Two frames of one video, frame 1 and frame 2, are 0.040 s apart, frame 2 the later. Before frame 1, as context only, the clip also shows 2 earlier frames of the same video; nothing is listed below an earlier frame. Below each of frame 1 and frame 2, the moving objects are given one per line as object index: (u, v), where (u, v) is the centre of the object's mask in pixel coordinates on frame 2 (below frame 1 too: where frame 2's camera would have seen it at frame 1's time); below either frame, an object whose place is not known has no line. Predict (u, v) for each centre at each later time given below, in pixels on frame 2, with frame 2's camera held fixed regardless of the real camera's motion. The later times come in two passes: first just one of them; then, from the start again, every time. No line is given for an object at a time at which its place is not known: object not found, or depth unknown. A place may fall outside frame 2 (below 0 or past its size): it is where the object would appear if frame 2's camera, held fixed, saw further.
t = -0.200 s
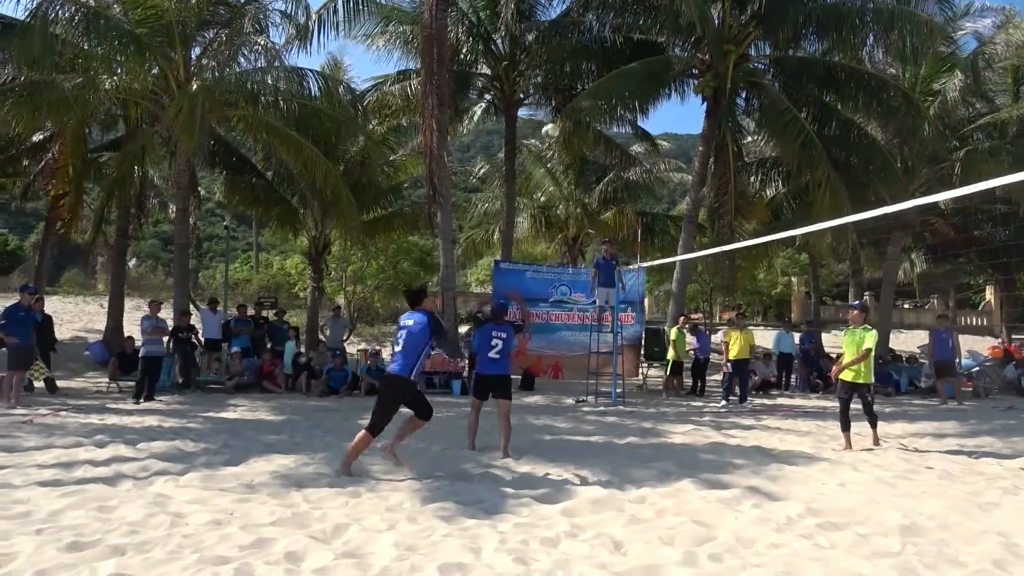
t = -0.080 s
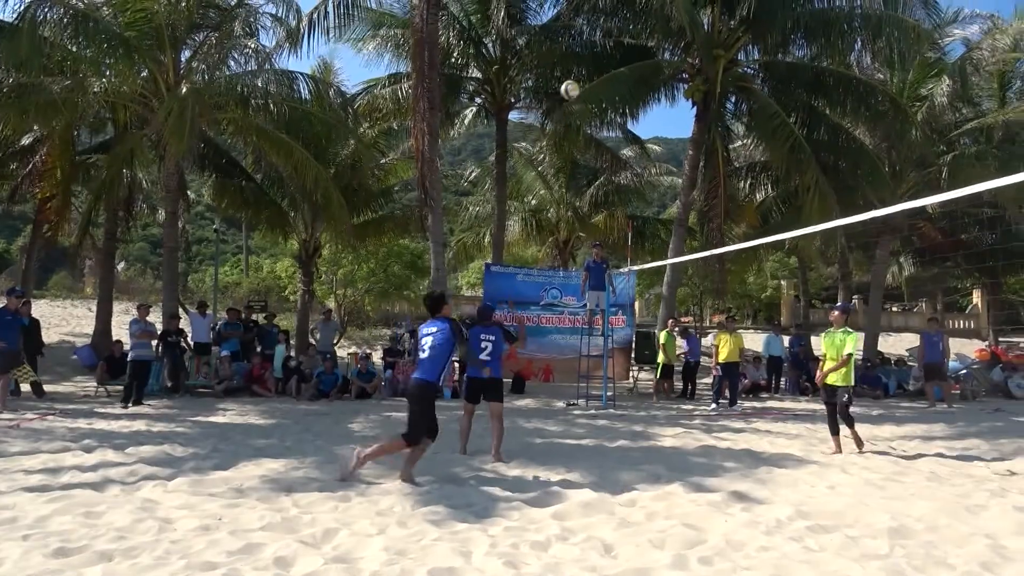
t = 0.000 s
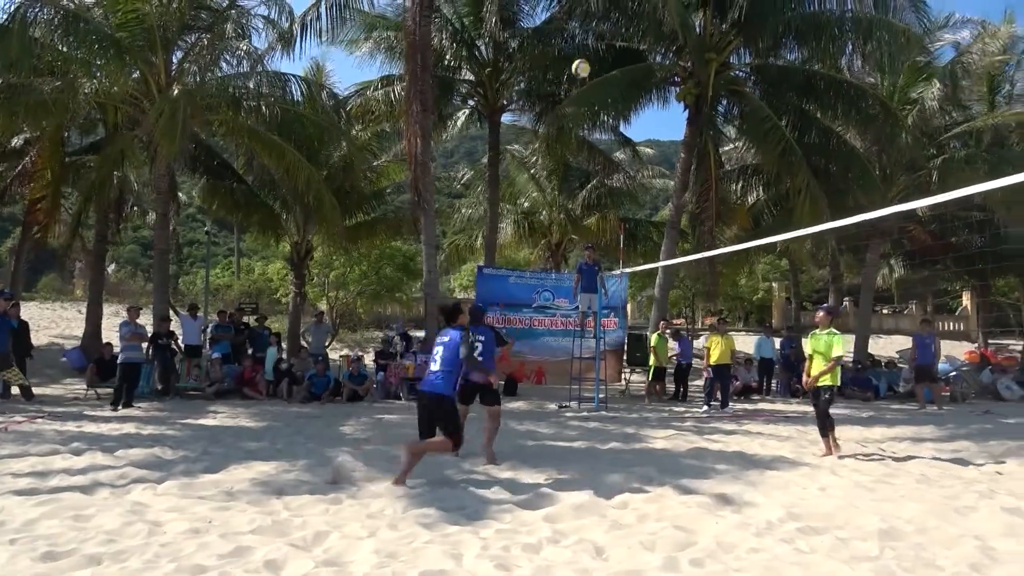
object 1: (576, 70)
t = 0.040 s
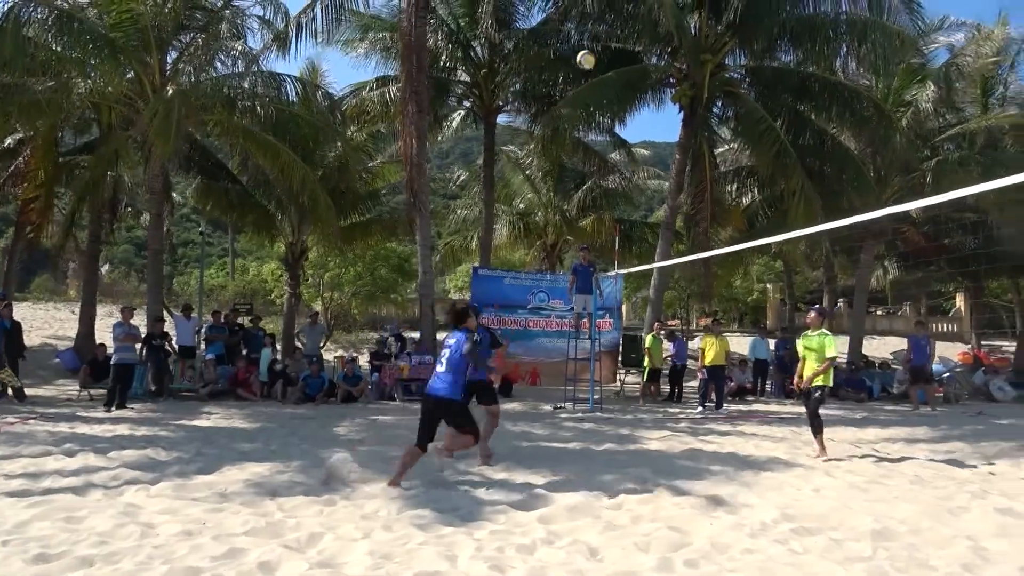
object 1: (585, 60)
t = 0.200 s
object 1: (622, 33)
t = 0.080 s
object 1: (594, 51)
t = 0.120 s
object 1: (603, 44)
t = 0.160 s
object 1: (612, 38)
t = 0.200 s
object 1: (622, 33)
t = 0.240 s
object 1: (631, 30)
